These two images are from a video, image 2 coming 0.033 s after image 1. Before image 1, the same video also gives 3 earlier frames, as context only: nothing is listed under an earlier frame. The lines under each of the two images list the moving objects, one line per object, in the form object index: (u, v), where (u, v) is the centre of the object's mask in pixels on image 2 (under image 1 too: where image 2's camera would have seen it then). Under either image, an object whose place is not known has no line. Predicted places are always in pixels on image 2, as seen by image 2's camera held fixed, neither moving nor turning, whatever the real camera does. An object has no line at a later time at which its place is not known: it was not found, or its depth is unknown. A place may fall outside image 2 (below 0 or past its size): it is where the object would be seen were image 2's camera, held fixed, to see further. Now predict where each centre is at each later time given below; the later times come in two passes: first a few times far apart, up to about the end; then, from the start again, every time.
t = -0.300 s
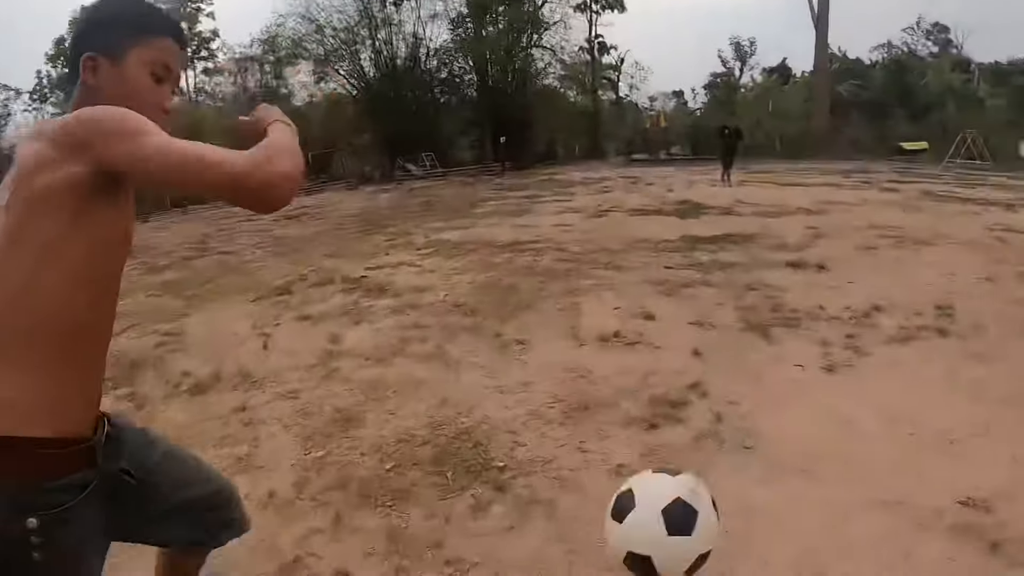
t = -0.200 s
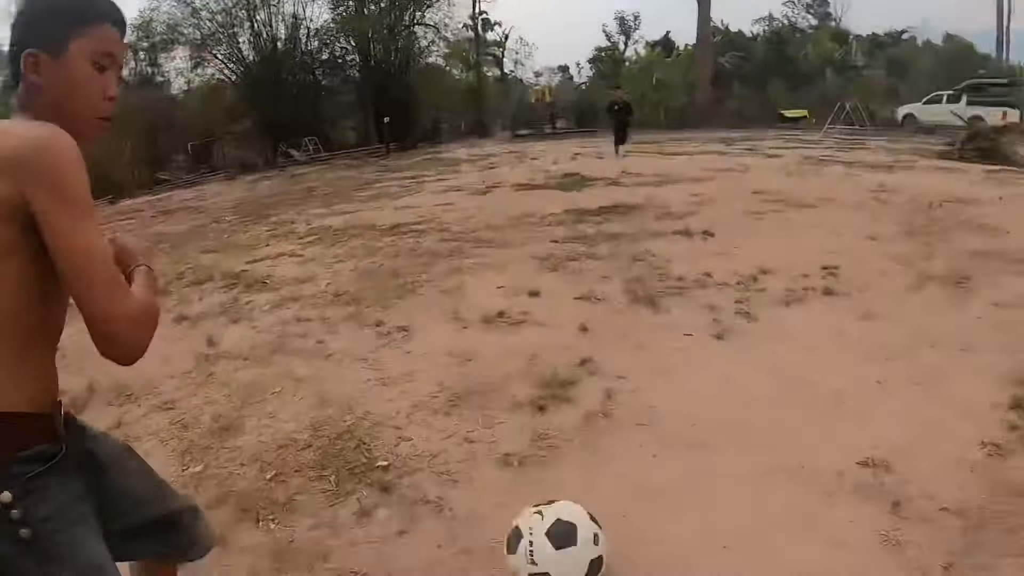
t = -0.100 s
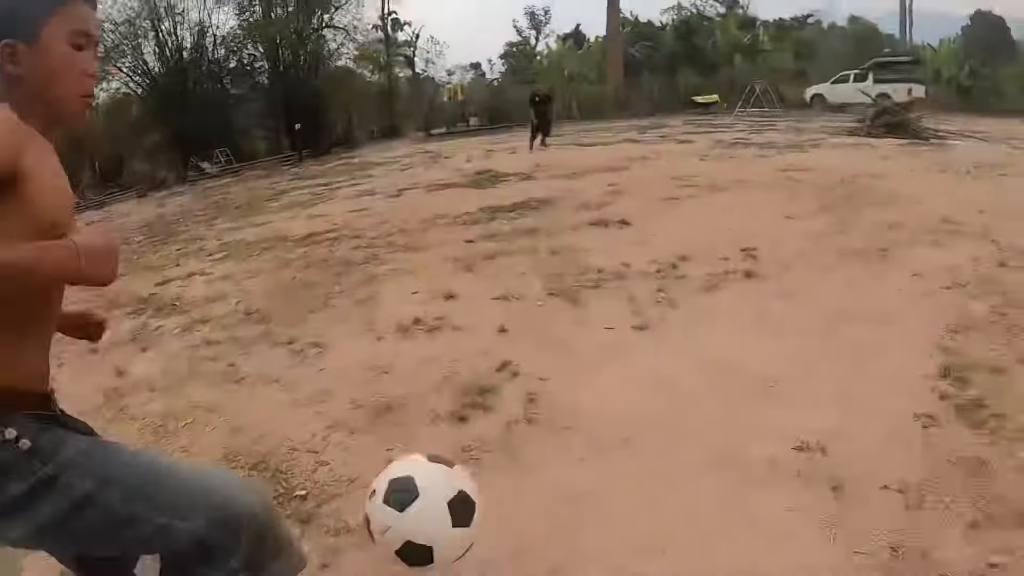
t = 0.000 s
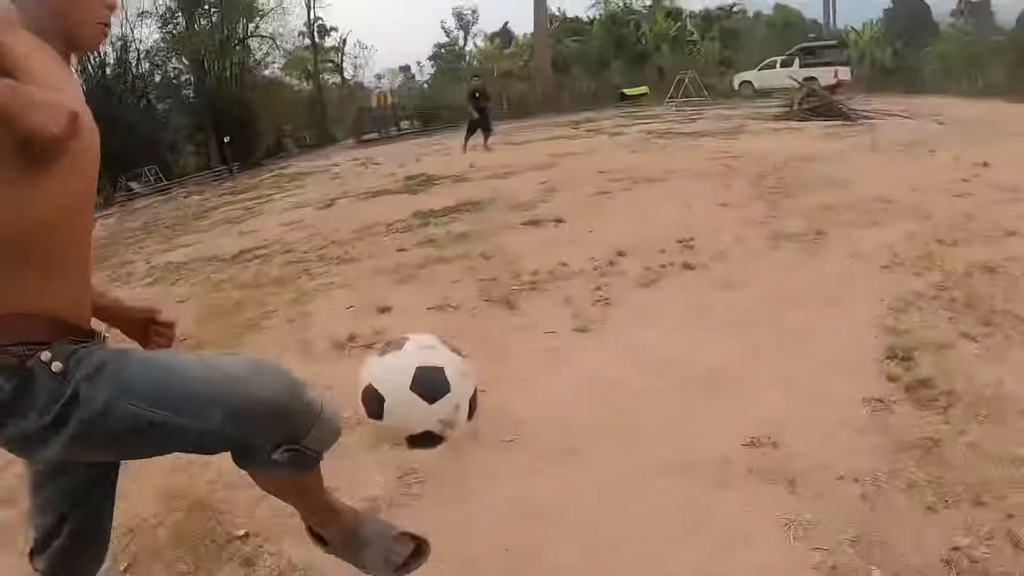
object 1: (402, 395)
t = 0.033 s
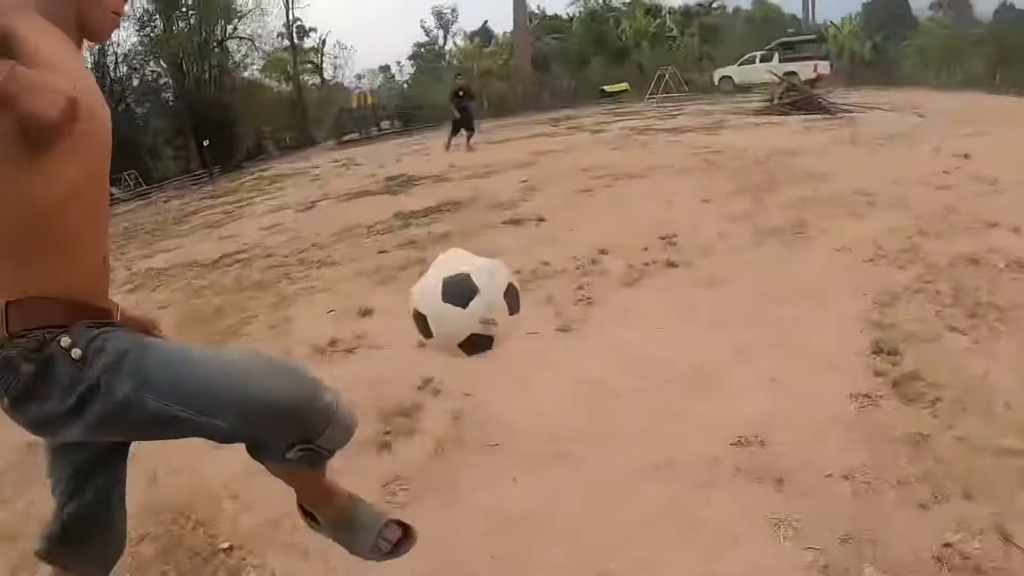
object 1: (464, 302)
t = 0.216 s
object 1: (664, 78)
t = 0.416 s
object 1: (747, 68)
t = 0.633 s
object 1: (779, 131)
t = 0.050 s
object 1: (491, 263)
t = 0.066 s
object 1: (516, 228)
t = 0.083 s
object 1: (542, 200)
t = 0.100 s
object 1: (563, 174)
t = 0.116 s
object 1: (581, 152)
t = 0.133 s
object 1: (598, 133)
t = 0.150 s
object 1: (613, 119)
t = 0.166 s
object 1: (628, 106)
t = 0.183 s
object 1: (642, 96)
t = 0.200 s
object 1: (653, 86)
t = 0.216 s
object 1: (664, 78)
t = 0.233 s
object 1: (674, 72)
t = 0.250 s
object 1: (684, 68)
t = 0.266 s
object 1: (693, 65)
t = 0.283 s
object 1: (701, 62)
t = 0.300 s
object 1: (709, 61)
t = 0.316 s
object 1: (715, 60)
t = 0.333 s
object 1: (722, 59)
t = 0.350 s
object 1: (728, 60)
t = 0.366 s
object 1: (732, 63)
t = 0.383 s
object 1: (738, 65)
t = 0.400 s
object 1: (742, 67)
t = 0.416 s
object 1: (747, 68)
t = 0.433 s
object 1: (749, 71)
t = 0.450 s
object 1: (753, 75)
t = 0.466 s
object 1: (758, 80)
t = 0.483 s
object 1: (760, 86)
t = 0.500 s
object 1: (763, 91)
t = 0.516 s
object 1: (766, 96)
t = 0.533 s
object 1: (767, 100)
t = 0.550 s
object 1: (770, 105)
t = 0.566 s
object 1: (771, 109)
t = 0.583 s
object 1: (774, 115)
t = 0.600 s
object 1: (775, 120)
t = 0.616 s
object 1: (776, 126)
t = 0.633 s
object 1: (779, 131)
